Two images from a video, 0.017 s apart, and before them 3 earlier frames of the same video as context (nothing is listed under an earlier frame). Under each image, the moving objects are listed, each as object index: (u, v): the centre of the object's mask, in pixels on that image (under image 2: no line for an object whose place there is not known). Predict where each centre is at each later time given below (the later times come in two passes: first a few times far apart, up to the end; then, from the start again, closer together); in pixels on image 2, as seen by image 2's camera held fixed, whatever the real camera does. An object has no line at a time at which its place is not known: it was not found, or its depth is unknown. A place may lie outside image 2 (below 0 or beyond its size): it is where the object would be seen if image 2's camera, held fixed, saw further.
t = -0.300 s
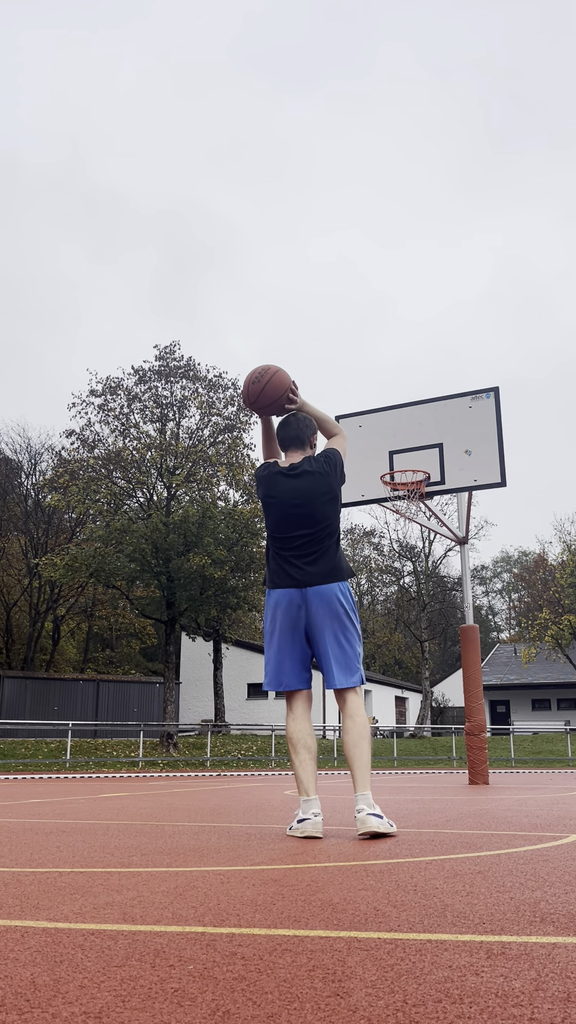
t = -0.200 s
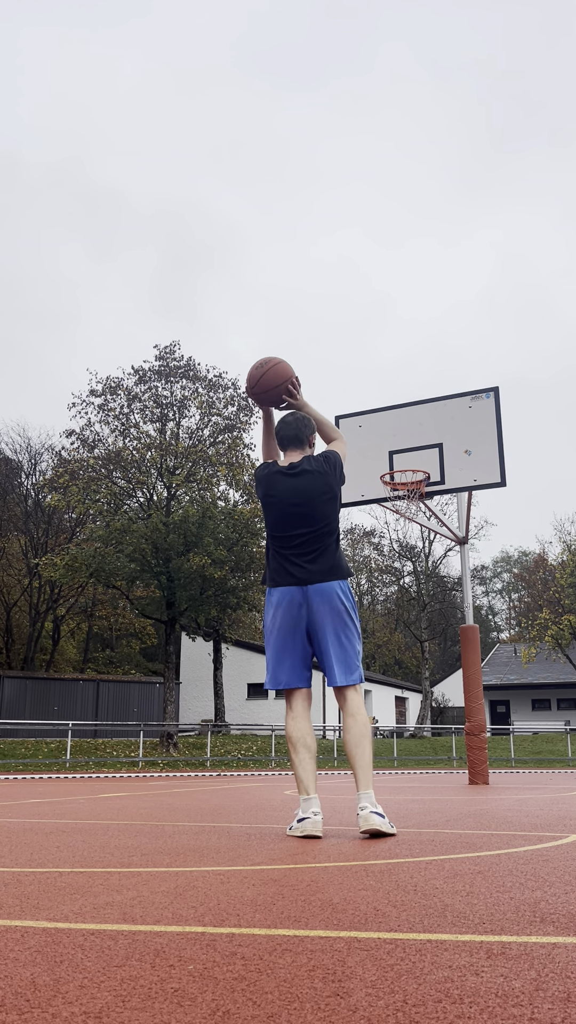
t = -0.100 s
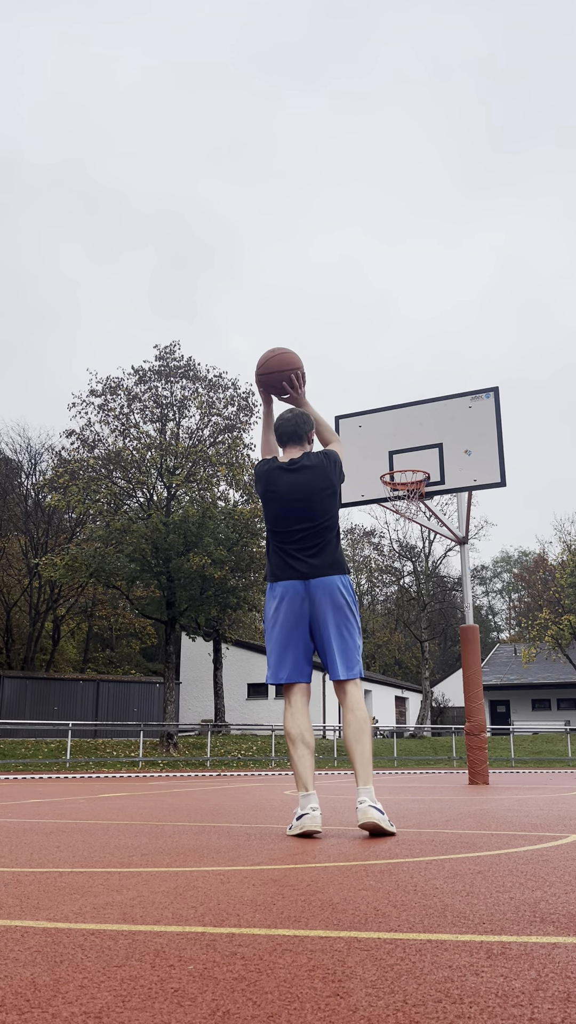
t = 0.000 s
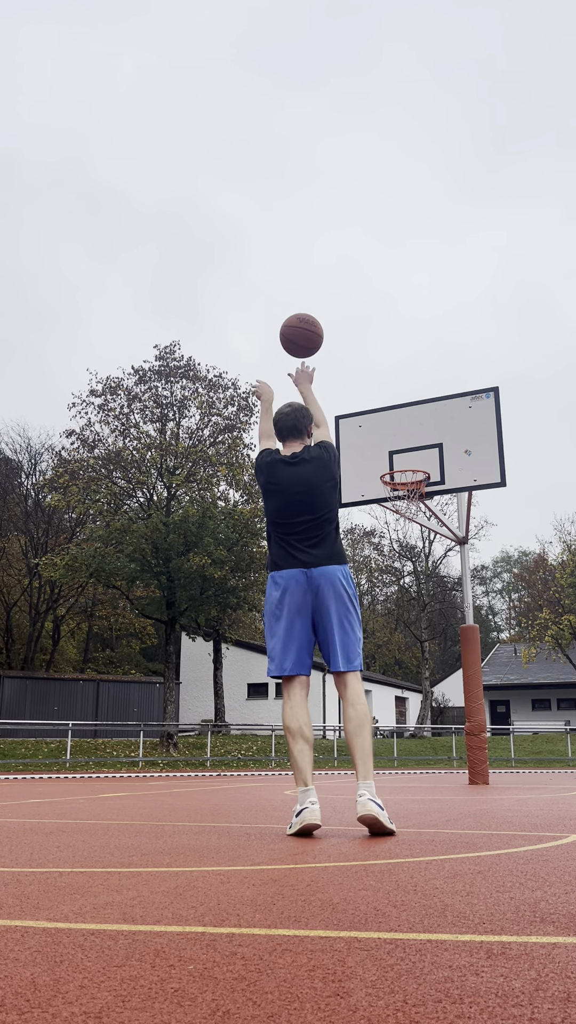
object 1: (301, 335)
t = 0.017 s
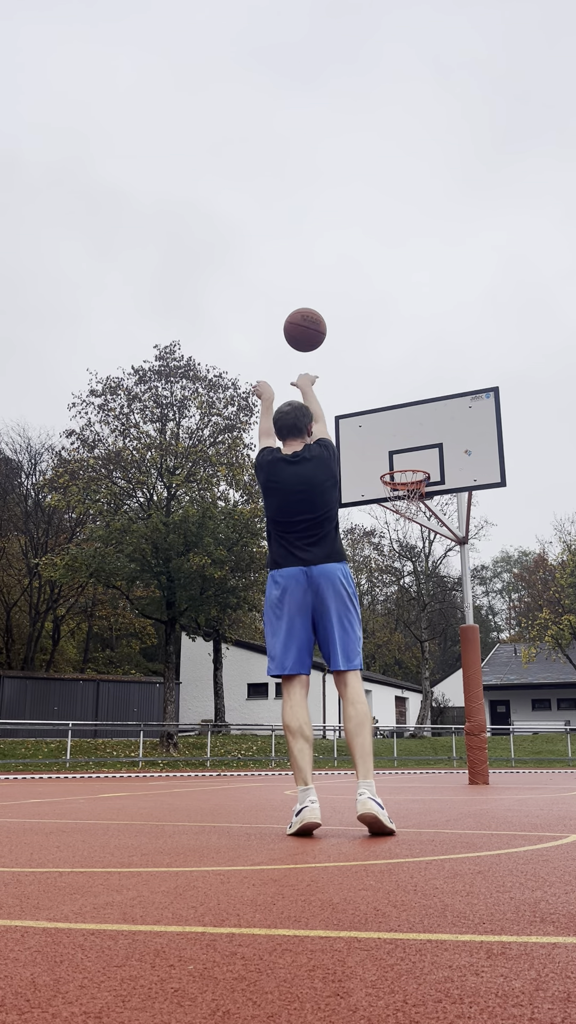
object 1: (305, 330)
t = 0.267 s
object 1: (345, 307)
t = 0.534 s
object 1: (375, 361)
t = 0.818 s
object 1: (400, 472)
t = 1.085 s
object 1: (388, 498)
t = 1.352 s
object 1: (401, 500)
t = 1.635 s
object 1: (421, 539)
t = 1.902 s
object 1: (442, 644)
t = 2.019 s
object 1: (452, 714)
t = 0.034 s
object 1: (308, 325)
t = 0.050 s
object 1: (311, 320)
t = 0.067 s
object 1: (315, 316)
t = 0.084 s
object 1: (318, 313)
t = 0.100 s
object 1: (321, 310)
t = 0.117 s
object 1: (323, 308)
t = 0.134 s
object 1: (326, 306)
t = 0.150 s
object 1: (329, 305)
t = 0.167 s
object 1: (331, 304)
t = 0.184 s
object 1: (334, 304)
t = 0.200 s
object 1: (336, 304)
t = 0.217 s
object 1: (339, 304)
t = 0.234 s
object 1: (341, 305)
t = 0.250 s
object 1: (343, 305)
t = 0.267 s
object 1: (345, 307)
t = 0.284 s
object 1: (348, 308)
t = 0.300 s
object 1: (350, 310)
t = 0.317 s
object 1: (352, 312)
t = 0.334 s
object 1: (354, 315)
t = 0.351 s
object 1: (356, 317)
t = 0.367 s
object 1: (358, 320)
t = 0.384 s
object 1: (359, 323)
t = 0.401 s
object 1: (361, 327)
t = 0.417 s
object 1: (363, 330)
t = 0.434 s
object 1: (365, 334)
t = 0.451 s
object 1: (367, 338)
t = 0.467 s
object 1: (369, 342)
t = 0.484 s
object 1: (370, 347)
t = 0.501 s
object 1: (372, 352)
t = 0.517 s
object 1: (374, 356)
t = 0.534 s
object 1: (375, 361)
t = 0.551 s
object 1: (377, 367)
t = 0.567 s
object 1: (379, 372)
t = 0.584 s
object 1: (380, 377)
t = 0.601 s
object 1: (382, 383)
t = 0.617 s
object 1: (384, 389)
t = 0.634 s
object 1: (385, 395)
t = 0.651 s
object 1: (387, 402)
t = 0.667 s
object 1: (388, 408)
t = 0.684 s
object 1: (389, 415)
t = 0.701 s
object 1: (391, 421)
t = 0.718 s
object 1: (392, 428)
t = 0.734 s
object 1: (394, 435)
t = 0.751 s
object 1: (395, 442)
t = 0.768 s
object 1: (397, 449)
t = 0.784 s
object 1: (398, 457)
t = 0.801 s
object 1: (399, 464)
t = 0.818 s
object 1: (400, 472)
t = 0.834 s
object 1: (401, 479)
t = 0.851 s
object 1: (402, 484)
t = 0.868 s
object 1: (403, 492)
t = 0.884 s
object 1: (404, 499)
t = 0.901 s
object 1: (405, 503)
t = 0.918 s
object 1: (404, 503)
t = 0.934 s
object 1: (401, 503)
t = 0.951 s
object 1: (400, 503)
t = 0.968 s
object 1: (398, 502)
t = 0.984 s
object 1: (396, 501)
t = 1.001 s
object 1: (394, 500)
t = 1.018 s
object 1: (393, 499)
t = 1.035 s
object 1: (391, 499)
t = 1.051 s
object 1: (390, 499)
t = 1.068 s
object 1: (388, 498)
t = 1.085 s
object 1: (388, 498)
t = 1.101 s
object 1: (387, 497)
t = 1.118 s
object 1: (388, 496)
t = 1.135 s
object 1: (387, 495)
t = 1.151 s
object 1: (387, 495)
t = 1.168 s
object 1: (388, 494)
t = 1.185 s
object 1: (389, 493)
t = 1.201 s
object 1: (389, 493)
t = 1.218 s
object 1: (390, 494)
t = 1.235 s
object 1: (390, 494)
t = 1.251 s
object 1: (391, 494)
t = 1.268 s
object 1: (394, 493)
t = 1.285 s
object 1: (394, 495)
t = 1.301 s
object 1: (398, 495)
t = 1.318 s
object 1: (398, 497)
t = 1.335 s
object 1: (400, 496)
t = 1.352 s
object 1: (401, 500)
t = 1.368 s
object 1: (402, 501)
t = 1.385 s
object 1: (403, 501)
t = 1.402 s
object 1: (405, 502)
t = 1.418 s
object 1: (406, 503)
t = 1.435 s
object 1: (407, 505)
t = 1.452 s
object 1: (408, 507)
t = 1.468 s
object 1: (409, 509)
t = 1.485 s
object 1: (411, 511)
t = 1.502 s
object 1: (412, 513)
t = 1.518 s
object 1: (413, 516)
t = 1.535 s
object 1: (414, 518)
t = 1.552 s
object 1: (415, 521)
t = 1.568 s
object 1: (416, 524)
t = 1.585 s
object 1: (418, 527)
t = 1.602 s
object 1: (419, 531)
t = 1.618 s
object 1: (420, 535)
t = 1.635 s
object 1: (421, 539)
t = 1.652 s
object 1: (422, 544)
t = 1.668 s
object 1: (423, 549)
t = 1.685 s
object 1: (425, 554)
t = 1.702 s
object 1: (426, 559)
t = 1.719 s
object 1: (427, 565)
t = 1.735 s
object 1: (428, 570)
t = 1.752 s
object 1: (430, 576)
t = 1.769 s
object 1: (431, 582)
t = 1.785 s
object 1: (433, 589)
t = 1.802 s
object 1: (433, 596)
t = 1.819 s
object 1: (435, 604)
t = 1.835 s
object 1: (436, 611)
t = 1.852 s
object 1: (438, 619)
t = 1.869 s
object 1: (439, 627)
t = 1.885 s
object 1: (441, 636)
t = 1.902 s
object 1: (442, 644)
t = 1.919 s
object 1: (443, 653)
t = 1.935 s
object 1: (444, 663)
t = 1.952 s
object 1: (446, 672)
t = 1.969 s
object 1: (448, 682)
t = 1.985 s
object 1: (449, 693)
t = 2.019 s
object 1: (452, 714)
